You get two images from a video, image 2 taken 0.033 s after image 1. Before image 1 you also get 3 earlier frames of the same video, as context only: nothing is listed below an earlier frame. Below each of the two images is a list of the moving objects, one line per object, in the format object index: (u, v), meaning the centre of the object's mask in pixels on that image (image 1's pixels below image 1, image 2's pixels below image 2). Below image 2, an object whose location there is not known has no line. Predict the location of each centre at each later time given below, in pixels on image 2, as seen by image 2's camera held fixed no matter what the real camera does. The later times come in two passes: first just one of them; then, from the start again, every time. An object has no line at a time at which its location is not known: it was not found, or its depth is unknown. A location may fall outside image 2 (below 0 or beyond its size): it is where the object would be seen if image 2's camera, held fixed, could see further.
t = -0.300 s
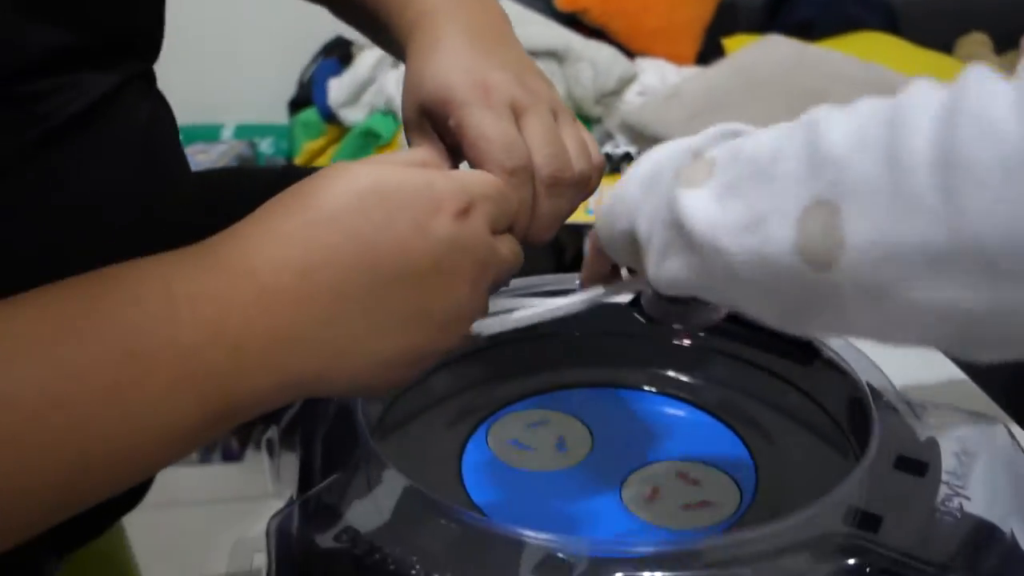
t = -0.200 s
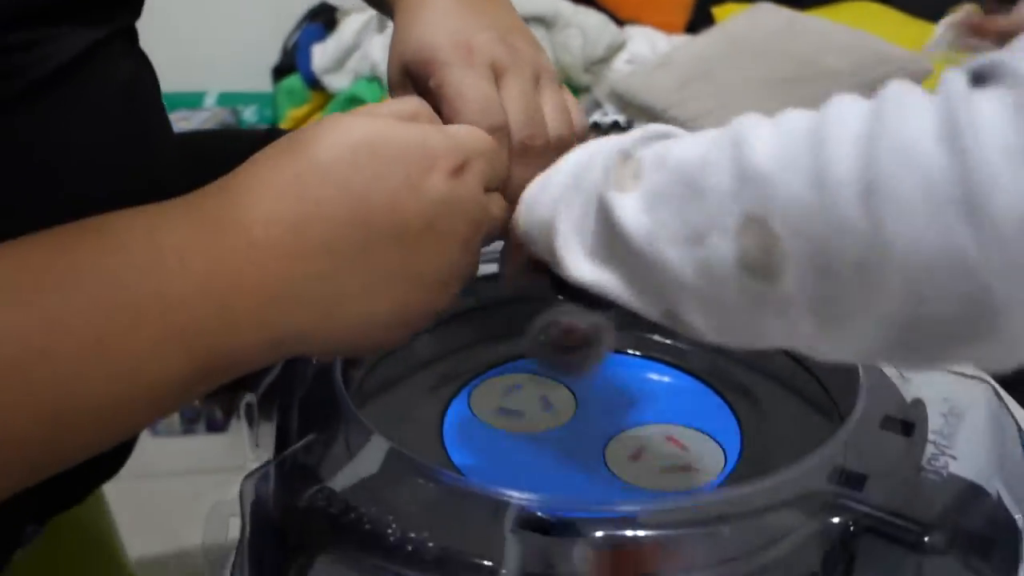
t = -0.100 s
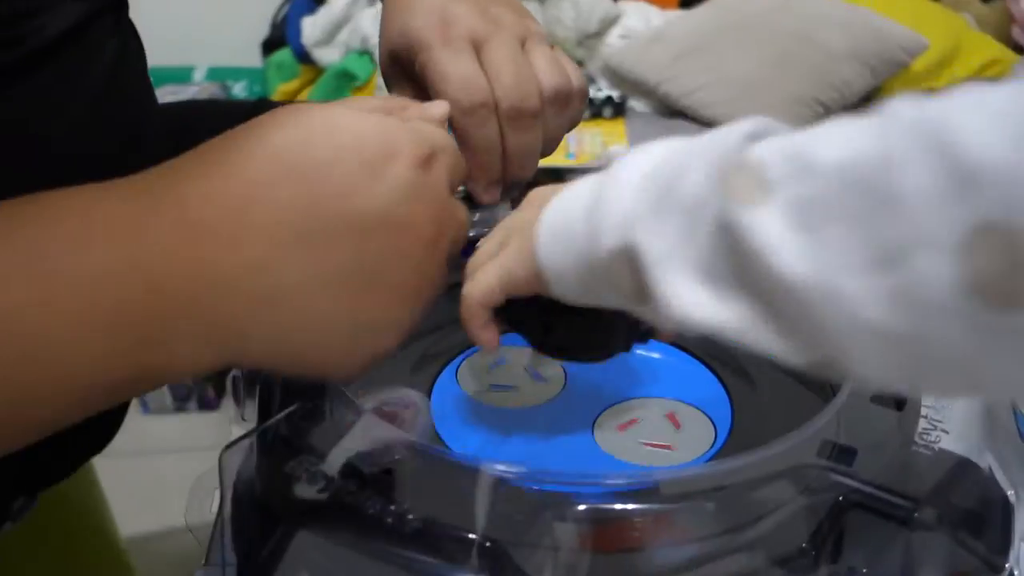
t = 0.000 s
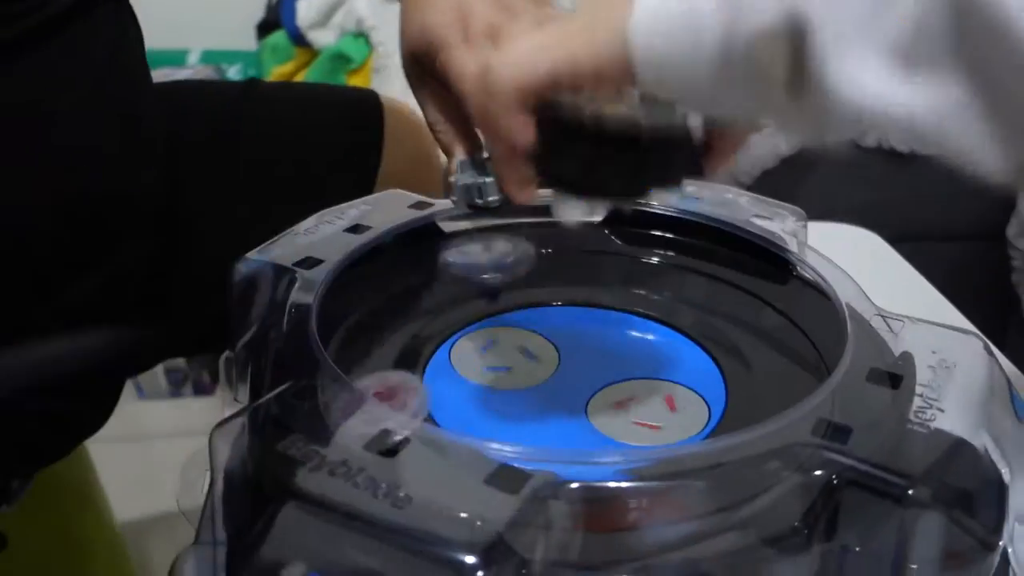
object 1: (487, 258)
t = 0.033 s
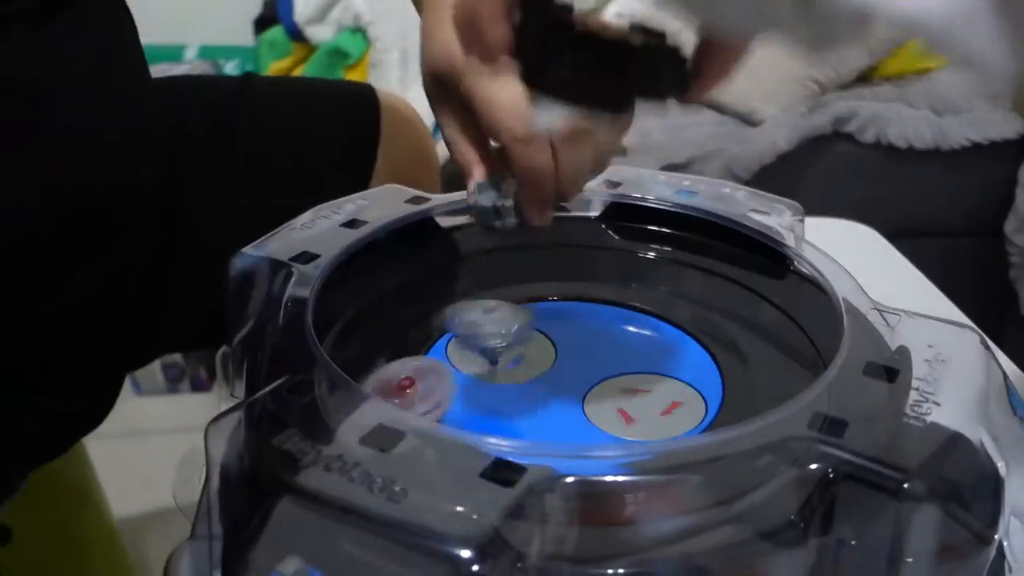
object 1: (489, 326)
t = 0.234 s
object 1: (699, 249)
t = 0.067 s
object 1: (497, 347)
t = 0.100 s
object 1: (535, 325)
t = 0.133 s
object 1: (585, 309)
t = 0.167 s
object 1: (630, 296)
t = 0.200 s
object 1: (667, 274)
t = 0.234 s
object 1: (699, 249)
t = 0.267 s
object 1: (711, 236)
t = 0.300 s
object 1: (700, 242)
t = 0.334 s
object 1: (689, 263)
